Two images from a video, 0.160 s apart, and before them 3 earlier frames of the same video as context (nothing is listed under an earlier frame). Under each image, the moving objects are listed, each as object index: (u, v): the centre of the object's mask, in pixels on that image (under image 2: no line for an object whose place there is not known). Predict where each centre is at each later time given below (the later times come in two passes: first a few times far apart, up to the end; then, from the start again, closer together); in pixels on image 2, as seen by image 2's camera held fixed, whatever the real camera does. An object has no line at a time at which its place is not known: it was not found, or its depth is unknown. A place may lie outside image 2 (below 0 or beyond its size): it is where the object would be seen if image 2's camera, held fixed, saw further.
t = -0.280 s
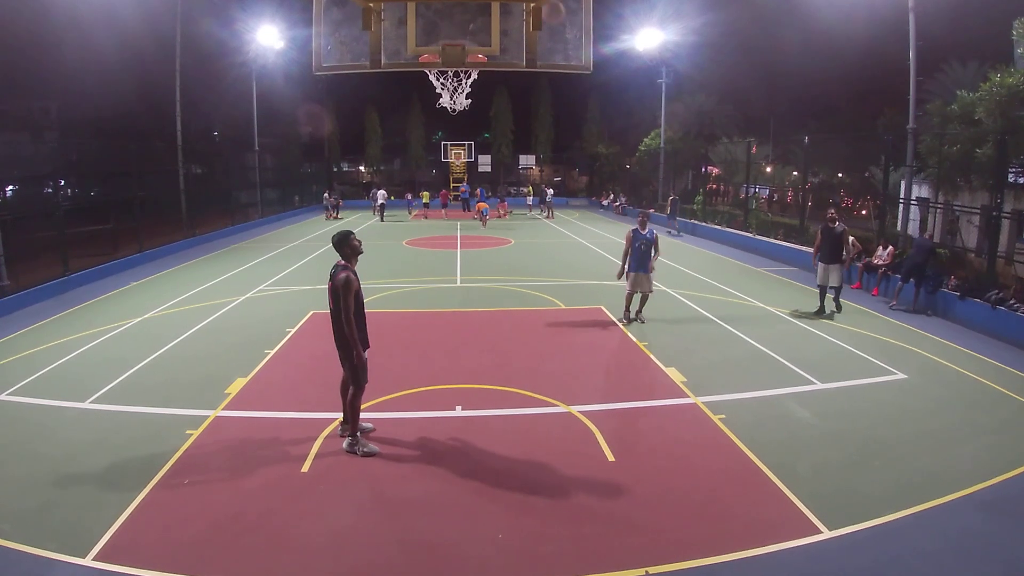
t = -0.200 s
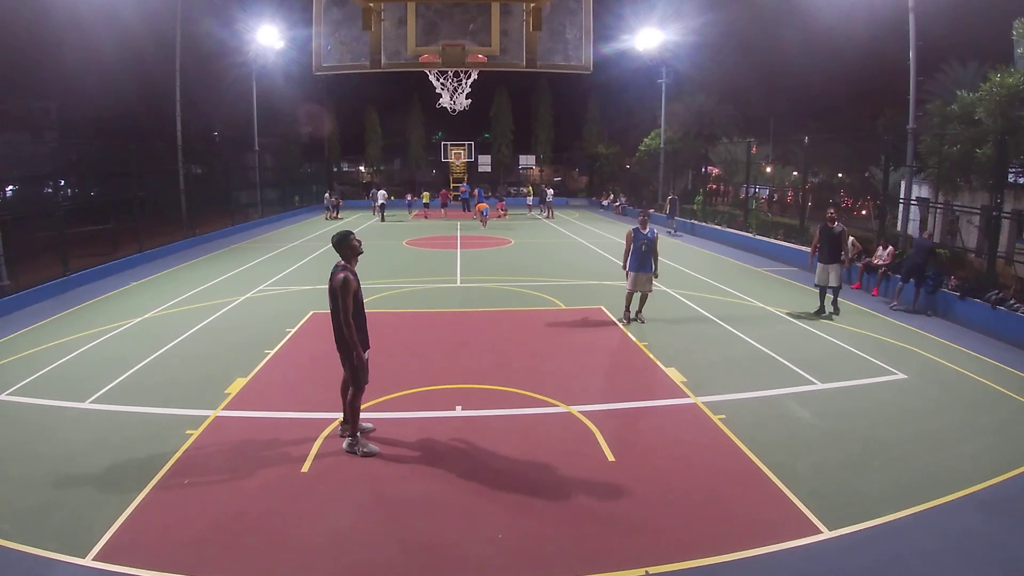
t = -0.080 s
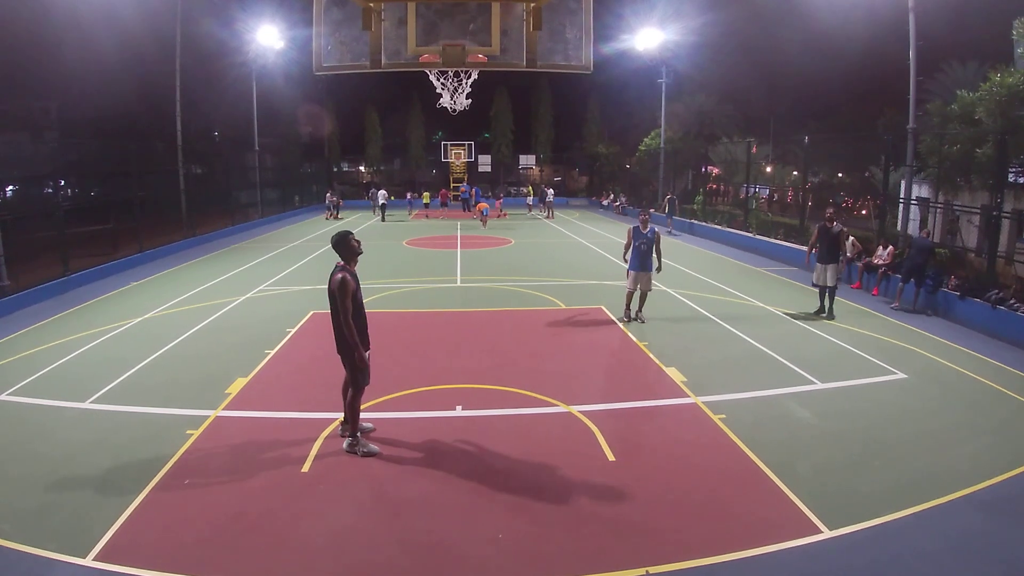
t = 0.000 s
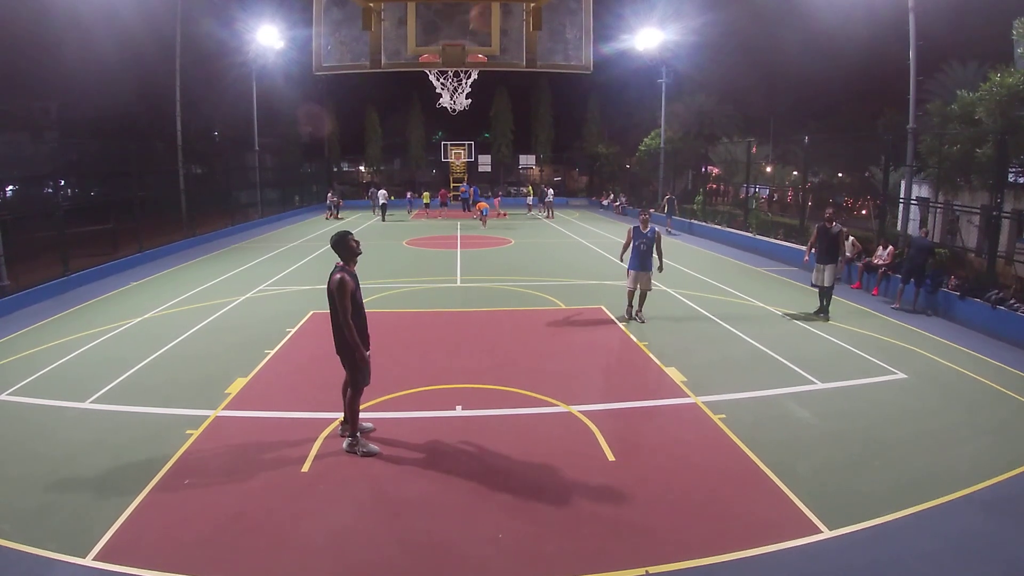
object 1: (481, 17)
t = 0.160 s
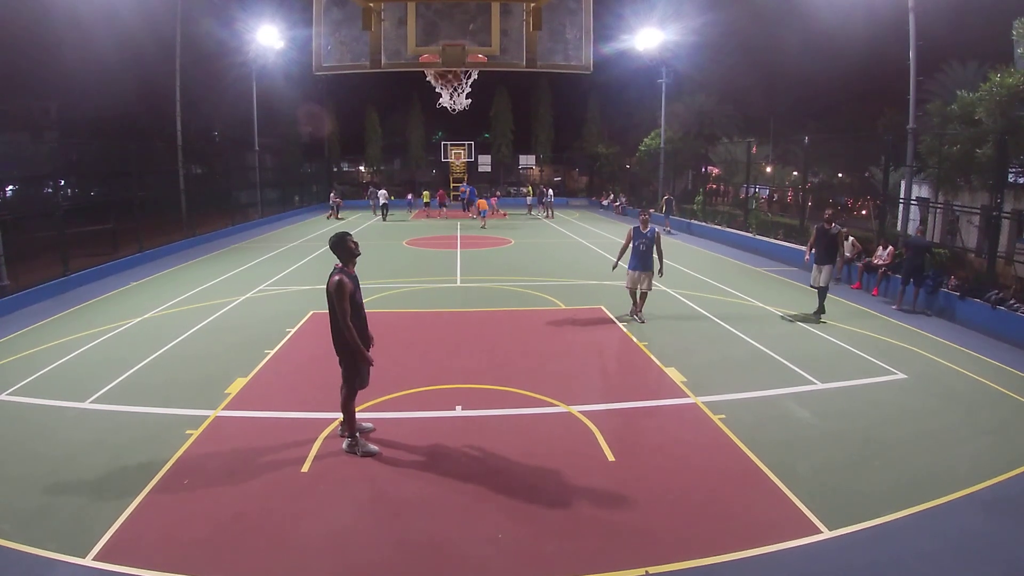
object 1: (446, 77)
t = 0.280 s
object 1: (478, 109)
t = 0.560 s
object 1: (496, 169)
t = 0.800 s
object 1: (507, 287)
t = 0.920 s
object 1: (513, 359)
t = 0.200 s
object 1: (462, 88)
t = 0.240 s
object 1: (473, 99)
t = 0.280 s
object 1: (478, 109)
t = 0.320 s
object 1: (482, 108)
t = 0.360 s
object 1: (484, 114)
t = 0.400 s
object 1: (486, 121)
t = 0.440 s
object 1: (488, 130)
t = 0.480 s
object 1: (490, 140)
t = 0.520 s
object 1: (493, 153)
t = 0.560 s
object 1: (496, 169)
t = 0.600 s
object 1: (497, 184)
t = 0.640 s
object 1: (499, 202)
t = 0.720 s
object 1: (504, 243)
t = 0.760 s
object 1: (506, 264)
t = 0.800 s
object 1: (507, 287)
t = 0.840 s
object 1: (509, 310)
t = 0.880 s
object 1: (511, 335)
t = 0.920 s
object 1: (513, 359)
